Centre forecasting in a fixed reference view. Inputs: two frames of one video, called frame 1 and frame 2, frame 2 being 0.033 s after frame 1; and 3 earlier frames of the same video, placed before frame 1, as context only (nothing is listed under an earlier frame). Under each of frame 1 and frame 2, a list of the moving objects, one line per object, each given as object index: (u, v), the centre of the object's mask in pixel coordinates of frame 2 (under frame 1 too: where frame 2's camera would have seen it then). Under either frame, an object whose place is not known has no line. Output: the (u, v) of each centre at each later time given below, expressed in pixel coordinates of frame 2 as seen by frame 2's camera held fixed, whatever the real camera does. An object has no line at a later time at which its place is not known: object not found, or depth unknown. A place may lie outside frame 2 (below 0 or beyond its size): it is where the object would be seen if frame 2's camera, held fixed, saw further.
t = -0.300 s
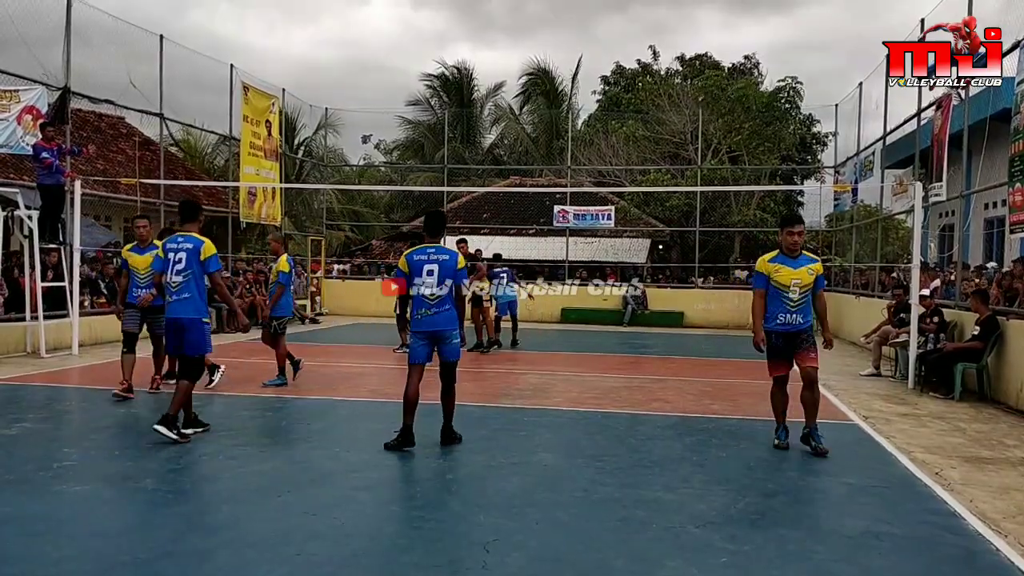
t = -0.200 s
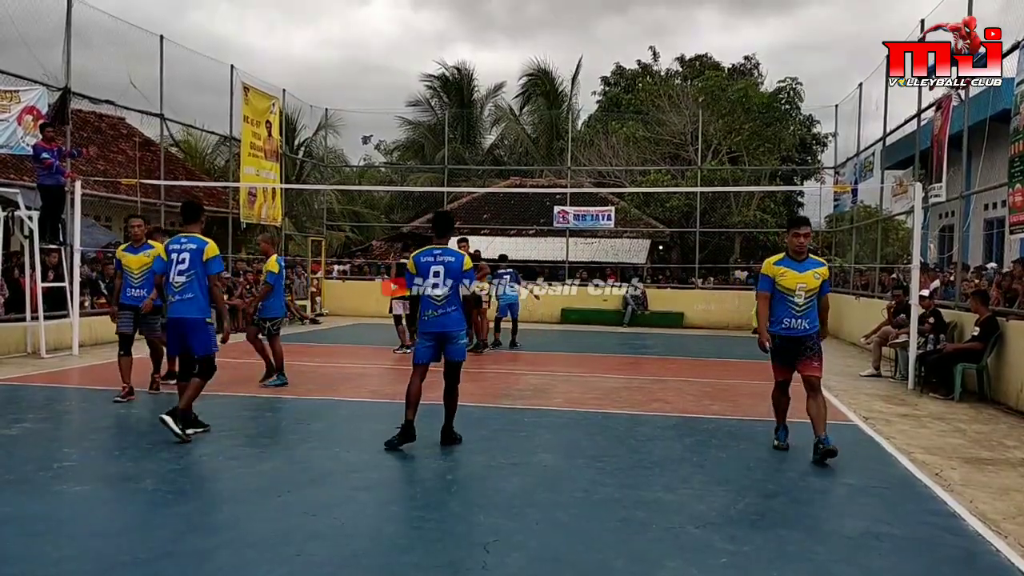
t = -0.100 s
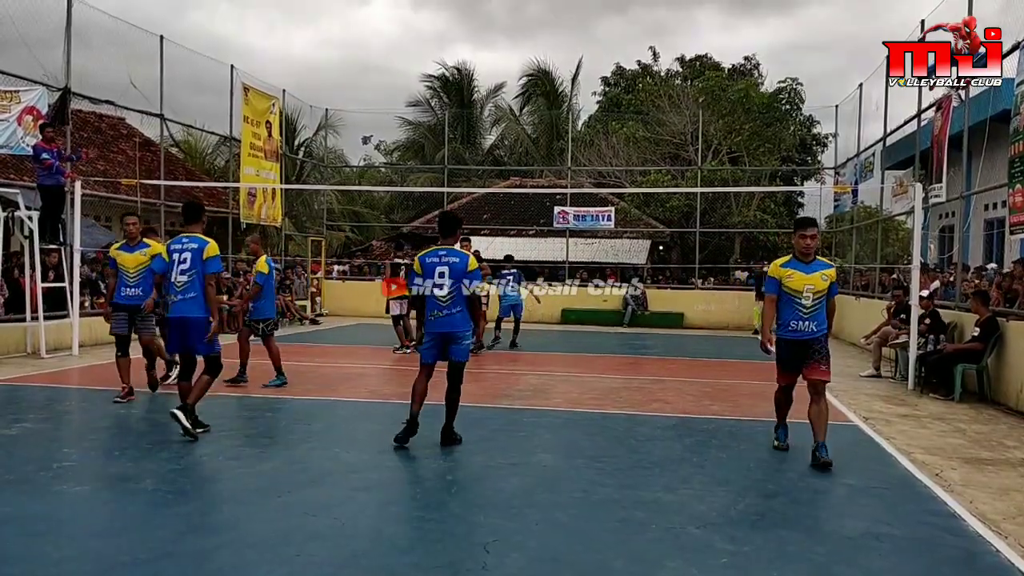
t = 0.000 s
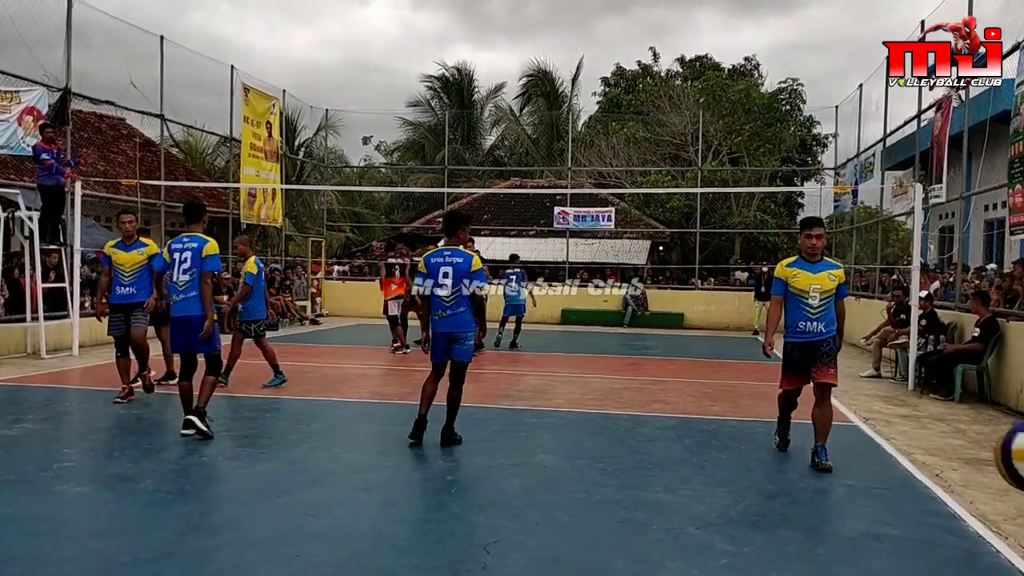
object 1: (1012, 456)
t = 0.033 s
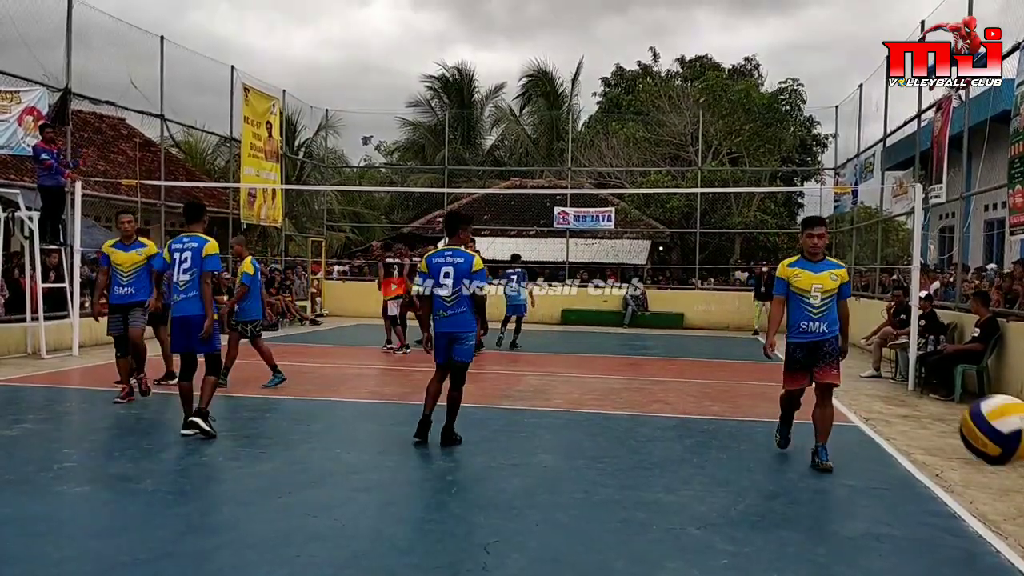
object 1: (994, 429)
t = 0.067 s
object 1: (966, 412)
